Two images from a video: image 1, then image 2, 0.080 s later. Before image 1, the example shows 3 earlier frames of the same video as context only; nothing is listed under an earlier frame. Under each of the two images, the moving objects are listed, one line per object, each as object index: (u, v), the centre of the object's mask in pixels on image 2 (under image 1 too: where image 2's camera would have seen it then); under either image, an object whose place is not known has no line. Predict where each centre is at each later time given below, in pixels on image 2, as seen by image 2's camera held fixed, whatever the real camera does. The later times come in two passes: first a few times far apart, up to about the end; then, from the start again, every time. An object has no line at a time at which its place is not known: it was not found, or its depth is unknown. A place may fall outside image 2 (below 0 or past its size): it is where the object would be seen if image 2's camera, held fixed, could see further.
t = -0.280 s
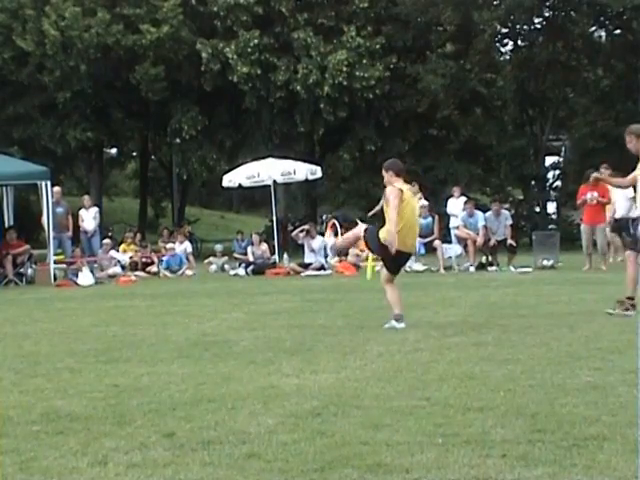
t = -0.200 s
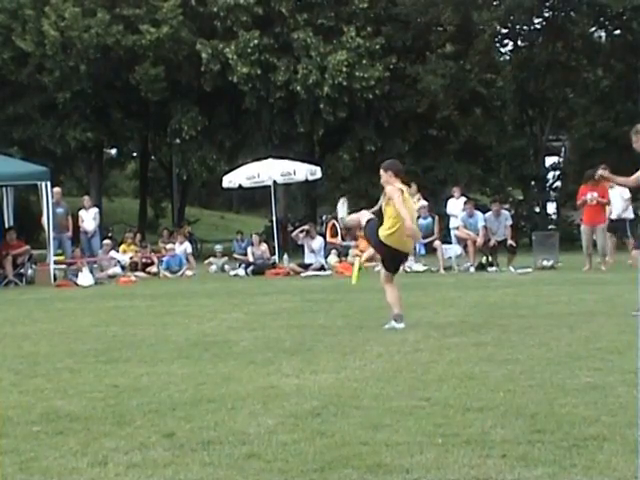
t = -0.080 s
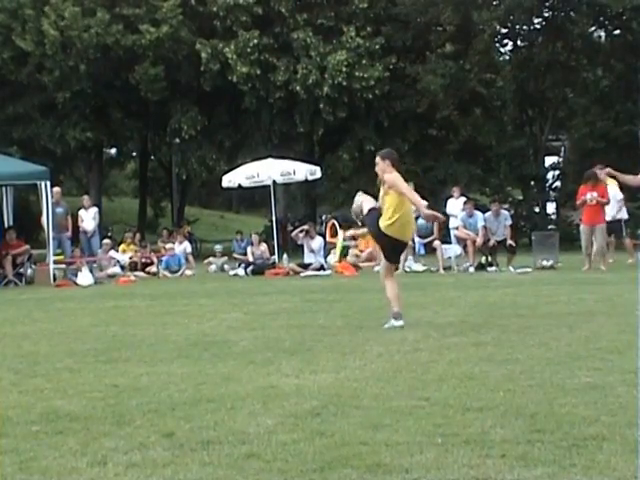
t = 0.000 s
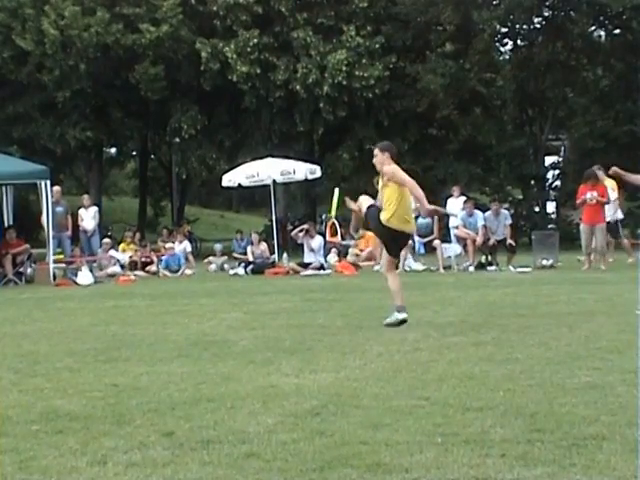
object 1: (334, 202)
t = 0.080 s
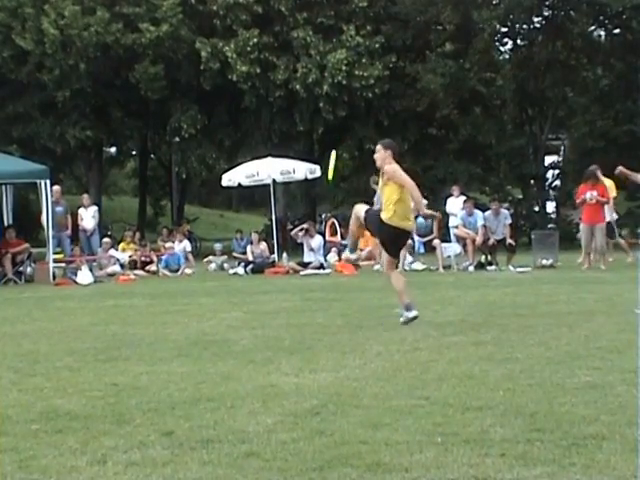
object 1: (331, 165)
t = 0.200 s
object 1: (328, 122)
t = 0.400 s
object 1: (324, 85)
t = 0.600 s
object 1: (320, 90)
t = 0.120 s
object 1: (330, 149)
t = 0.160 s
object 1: (329, 135)
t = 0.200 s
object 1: (328, 122)
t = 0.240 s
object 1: (327, 111)
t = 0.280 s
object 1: (326, 102)
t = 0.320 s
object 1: (325, 94)
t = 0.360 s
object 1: (324, 89)
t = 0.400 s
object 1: (324, 85)
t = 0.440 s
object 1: (323, 83)
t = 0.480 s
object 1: (322, 82)
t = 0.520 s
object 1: (321, 83)
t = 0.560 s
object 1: (321, 86)
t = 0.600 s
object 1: (320, 90)
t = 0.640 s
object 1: (319, 96)
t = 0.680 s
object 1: (318, 104)
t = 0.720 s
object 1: (318, 114)
